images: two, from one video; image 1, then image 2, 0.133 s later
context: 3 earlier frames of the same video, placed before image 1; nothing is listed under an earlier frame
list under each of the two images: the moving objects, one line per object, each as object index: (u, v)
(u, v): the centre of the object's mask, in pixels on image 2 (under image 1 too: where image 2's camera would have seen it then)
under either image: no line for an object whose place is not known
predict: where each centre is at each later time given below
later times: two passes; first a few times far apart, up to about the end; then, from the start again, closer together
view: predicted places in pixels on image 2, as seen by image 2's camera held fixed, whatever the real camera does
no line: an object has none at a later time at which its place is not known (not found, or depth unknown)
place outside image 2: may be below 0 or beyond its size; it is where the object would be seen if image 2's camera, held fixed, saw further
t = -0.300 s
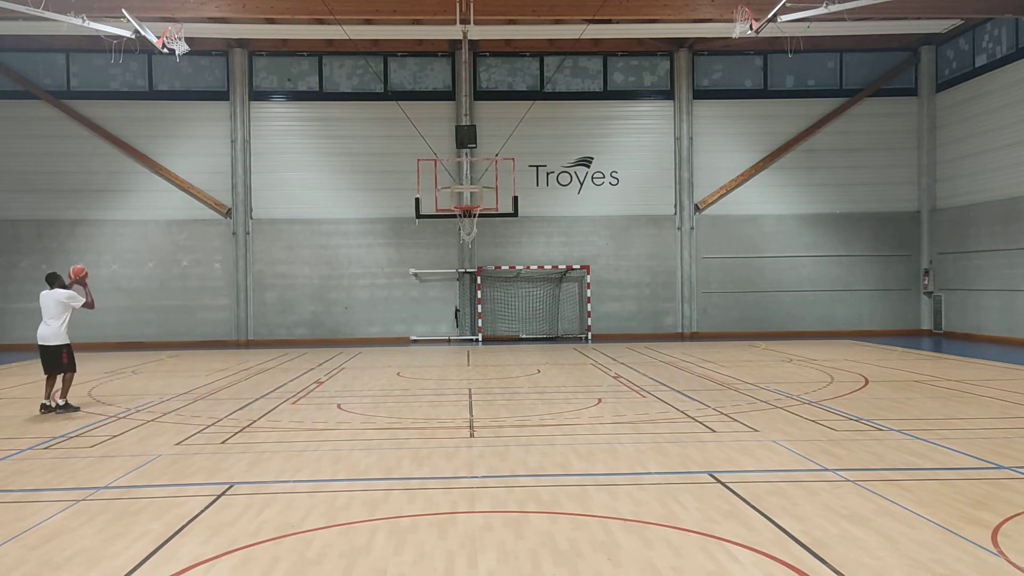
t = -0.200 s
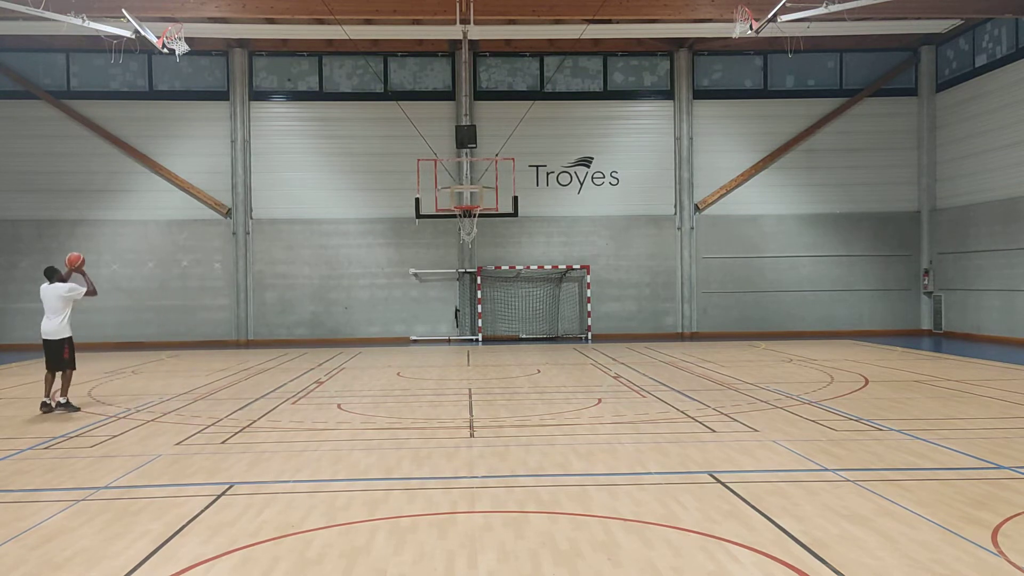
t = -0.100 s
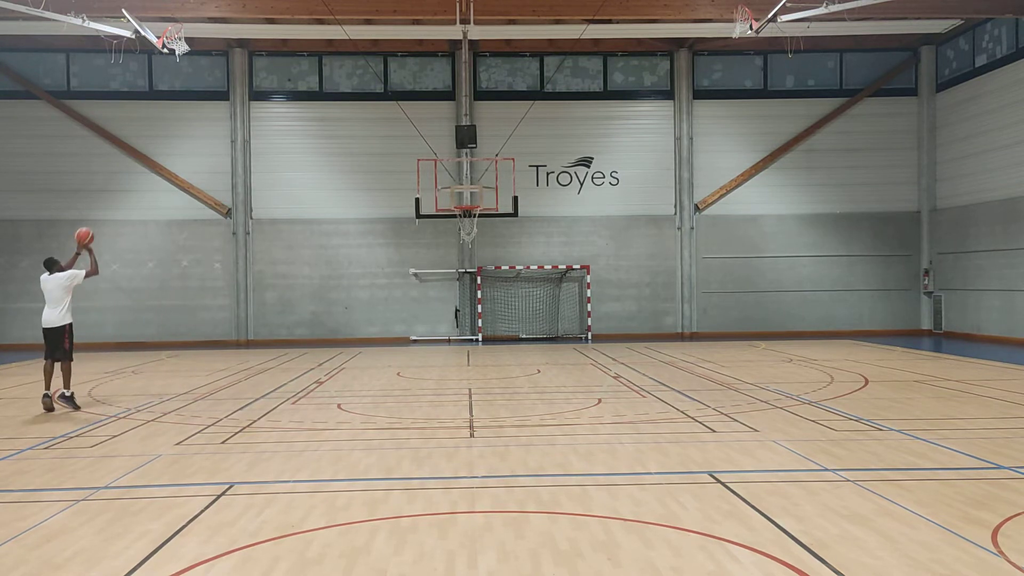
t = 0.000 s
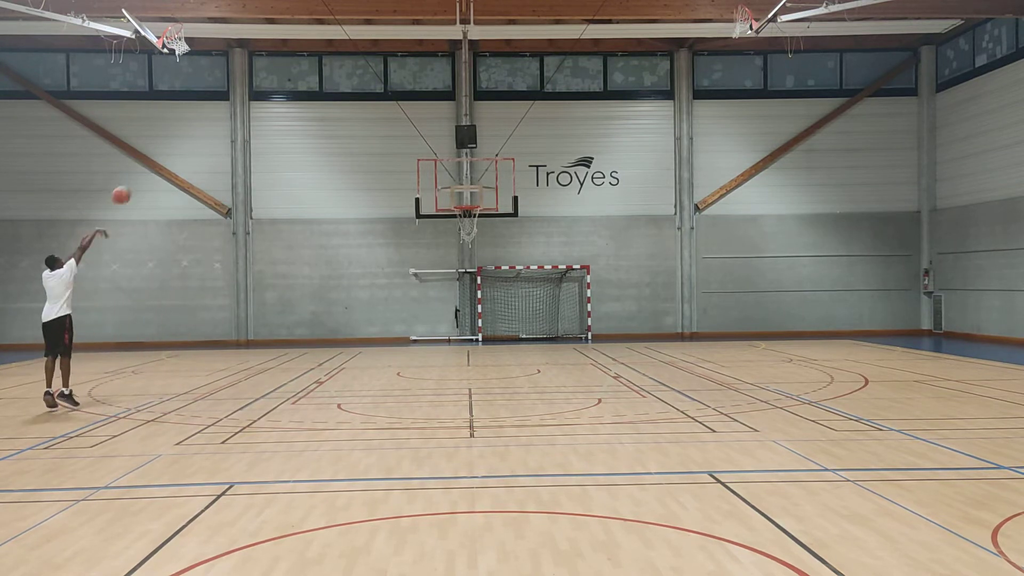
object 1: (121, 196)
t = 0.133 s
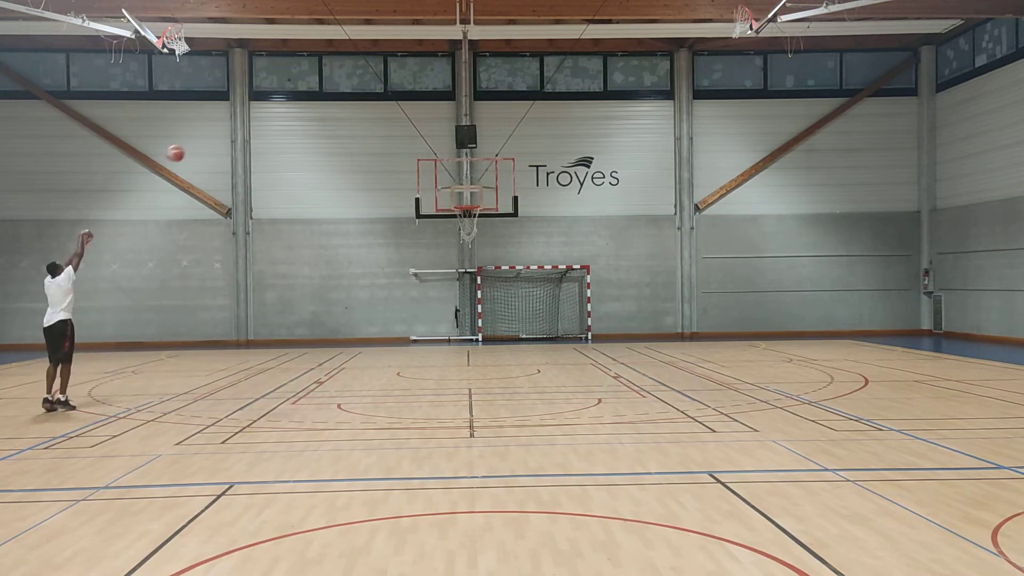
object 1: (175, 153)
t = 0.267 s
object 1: (224, 126)
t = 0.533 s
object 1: (312, 108)
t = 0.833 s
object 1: (395, 139)
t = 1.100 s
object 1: (458, 202)
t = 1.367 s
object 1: (475, 247)
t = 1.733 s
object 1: (485, 371)
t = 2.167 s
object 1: (476, 281)
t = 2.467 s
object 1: (470, 279)
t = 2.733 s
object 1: (466, 324)
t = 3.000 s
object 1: (461, 363)
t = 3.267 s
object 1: (459, 322)
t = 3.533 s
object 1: (456, 327)
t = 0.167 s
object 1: (188, 145)
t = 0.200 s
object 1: (200, 138)
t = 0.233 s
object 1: (213, 131)
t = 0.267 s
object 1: (224, 126)
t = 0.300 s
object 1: (236, 121)
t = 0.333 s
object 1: (247, 117)
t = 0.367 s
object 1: (258, 114)
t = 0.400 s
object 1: (270, 111)
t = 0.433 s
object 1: (281, 110)
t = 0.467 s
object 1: (291, 109)
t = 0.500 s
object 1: (302, 108)
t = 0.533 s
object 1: (312, 108)
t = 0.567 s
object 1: (321, 110)
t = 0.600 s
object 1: (331, 111)
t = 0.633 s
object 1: (341, 114)
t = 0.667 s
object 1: (351, 117)
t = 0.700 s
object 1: (360, 120)
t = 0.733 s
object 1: (369, 124)
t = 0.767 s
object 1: (378, 129)
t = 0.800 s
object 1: (386, 134)
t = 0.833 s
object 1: (395, 139)
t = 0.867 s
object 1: (403, 145)
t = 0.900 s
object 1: (412, 152)
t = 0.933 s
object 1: (420, 160)
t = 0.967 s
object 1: (428, 167)
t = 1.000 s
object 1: (437, 176)
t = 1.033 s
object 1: (444, 184)
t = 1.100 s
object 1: (458, 202)
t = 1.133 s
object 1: (466, 207)
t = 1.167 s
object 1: (471, 211)
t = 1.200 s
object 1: (472, 215)
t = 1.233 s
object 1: (472, 220)
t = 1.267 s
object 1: (472, 227)
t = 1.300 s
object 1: (473, 233)
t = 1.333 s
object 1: (473, 239)
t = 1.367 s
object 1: (475, 247)
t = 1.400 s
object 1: (475, 254)
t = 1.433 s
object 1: (476, 263)
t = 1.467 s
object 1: (477, 273)
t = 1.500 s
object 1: (478, 282)
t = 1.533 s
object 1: (478, 293)
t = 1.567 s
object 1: (479, 305)
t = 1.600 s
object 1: (480, 317)
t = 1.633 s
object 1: (482, 329)
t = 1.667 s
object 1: (483, 343)
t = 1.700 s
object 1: (484, 358)
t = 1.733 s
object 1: (485, 371)
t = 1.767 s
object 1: (484, 362)
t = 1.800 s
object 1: (483, 352)
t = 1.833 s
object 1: (483, 343)
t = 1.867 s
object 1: (482, 334)
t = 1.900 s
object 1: (482, 325)
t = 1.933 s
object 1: (481, 318)
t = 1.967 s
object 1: (479, 310)
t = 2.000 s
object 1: (479, 304)
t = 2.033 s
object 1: (478, 298)
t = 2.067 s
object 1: (477, 293)
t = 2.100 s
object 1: (477, 288)
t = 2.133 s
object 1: (477, 284)
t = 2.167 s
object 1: (476, 281)
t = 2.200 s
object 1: (475, 278)
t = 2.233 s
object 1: (475, 276)
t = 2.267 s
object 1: (474, 275)
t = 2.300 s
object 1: (473, 275)
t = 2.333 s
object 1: (473, 274)
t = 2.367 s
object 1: (472, 274)
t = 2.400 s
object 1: (472, 275)
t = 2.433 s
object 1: (471, 276)
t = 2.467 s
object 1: (470, 279)
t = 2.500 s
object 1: (469, 282)
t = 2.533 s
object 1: (469, 286)
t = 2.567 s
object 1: (468, 291)
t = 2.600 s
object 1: (468, 296)
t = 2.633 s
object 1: (467, 302)
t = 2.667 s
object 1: (467, 309)
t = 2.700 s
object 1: (466, 316)
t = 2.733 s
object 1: (466, 324)
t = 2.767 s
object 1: (465, 333)
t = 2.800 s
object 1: (465, 343)
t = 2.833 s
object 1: (464, 354)
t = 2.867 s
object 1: (464, 365)
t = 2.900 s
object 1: (464, 377)
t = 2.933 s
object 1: (463, 380)
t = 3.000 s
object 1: (461, 363)
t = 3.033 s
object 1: (461, 356)
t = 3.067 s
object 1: (461, 349)
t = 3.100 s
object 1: (460, 343)
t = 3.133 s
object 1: (459, 337)
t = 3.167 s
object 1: (459, 333)
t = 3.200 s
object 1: (459, 328)
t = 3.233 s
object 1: (459, 324)
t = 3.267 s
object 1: (459, 322)
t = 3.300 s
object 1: (458, 320)
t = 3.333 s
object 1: (458, 319)
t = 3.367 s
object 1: (458, 319)
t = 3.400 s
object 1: (457, 319)
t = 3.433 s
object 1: (457, 319)
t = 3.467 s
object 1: (456, 321)
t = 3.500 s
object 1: (456, 323)
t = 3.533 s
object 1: (456, 327)
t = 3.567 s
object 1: (455, 331)
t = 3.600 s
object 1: (455, 335)
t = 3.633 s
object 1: (455, 341)
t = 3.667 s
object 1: (454, 347)
